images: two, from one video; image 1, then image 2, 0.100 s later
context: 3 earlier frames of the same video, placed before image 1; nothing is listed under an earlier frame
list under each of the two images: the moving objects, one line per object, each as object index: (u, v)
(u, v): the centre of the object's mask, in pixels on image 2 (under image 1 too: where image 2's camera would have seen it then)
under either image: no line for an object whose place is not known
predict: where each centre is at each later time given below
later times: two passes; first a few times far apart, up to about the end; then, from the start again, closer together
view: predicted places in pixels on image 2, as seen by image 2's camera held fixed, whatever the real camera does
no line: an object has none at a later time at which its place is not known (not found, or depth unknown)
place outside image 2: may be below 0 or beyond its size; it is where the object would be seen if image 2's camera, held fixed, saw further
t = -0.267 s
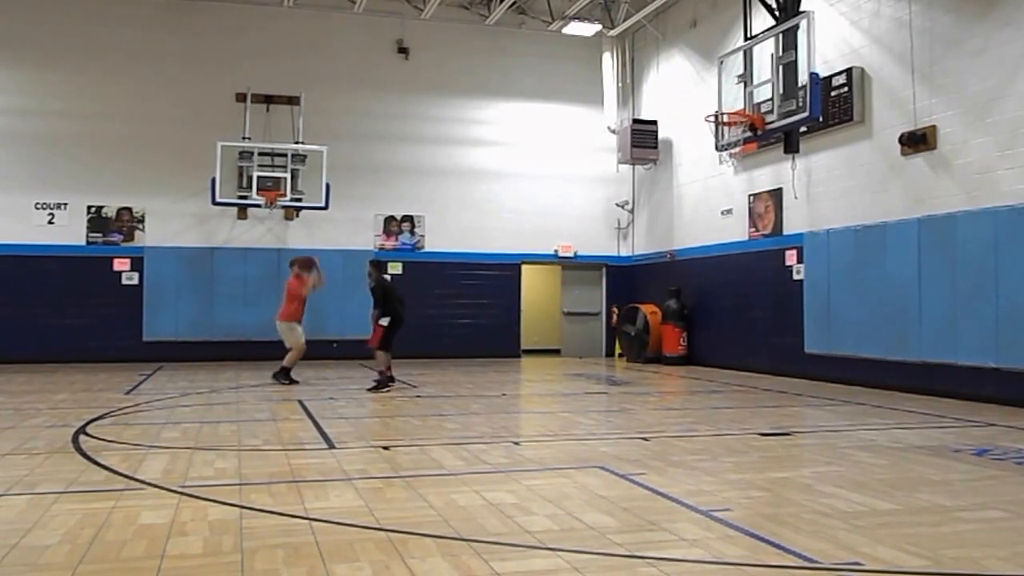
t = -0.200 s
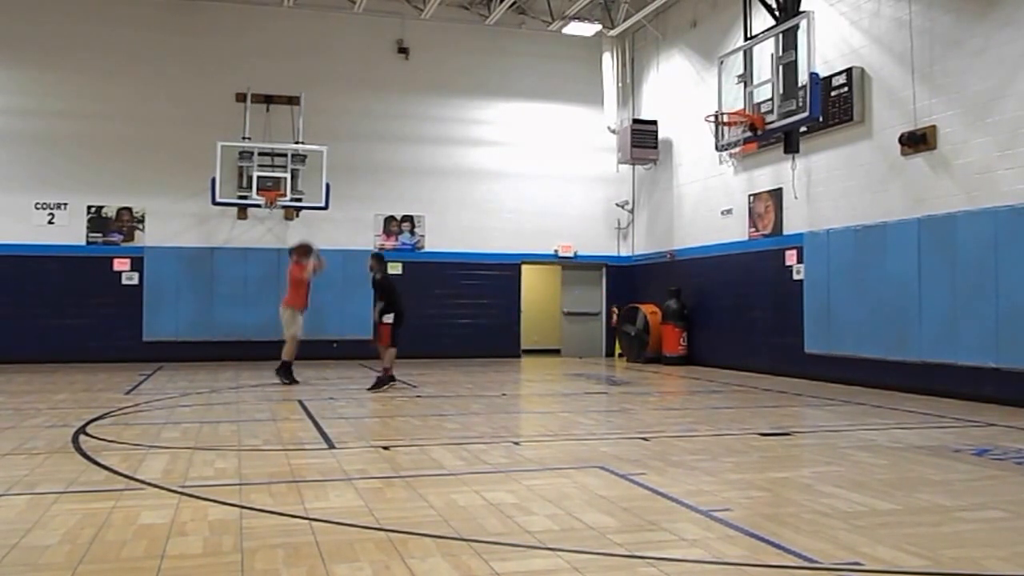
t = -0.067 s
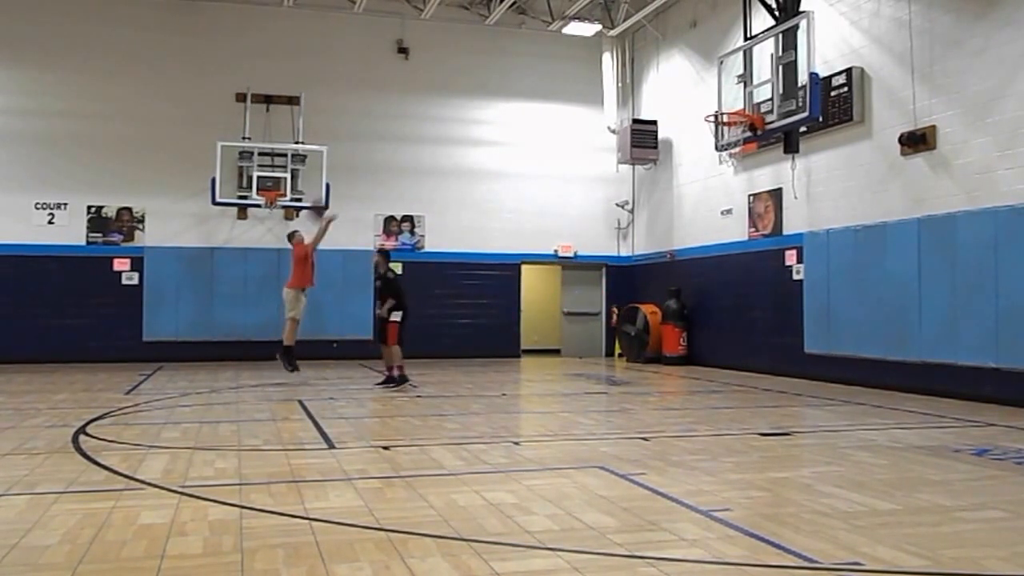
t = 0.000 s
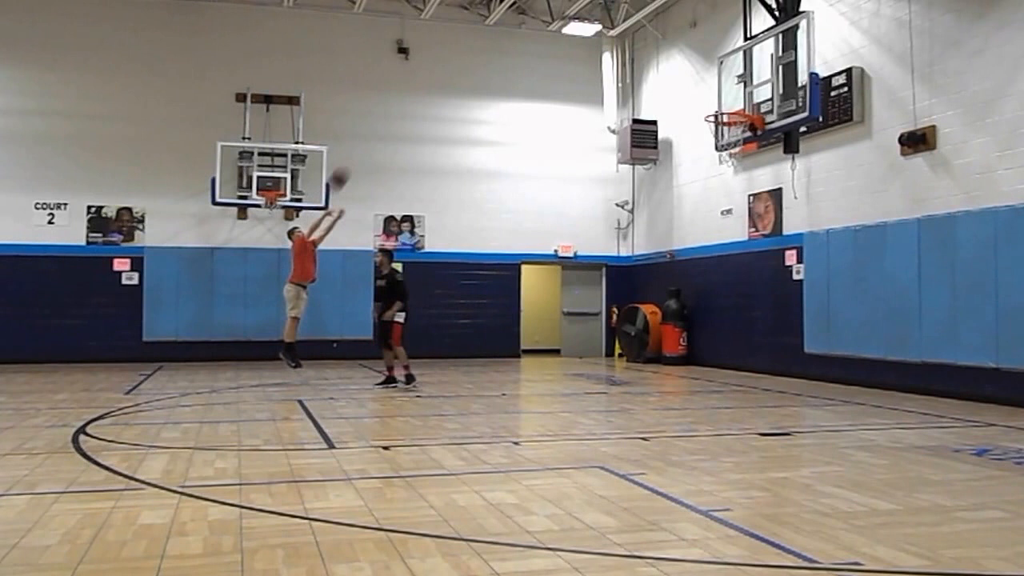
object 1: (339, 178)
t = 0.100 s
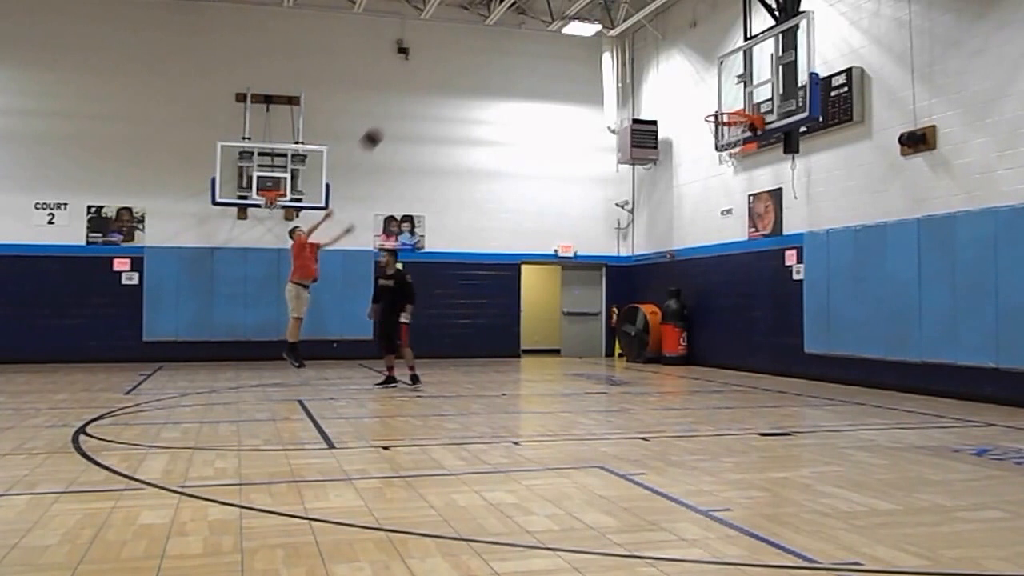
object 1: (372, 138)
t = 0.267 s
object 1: (430, 85)
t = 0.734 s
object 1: (604, 46)
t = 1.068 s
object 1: (737, 124)
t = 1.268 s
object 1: (729, 144)
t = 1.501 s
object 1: (703, 175)
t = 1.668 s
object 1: (686, 224)
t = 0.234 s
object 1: (418, 94)
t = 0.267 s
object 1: (430, 85)
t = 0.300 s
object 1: (443, 78)
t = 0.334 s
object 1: (454, 70)
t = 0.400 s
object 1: (479, 57)
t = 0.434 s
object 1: (491, 52)
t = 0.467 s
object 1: (503, 48)
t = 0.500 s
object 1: (515, 45)
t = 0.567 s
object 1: (540, 42)
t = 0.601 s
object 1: (553, 41)
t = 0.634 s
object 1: (566, 42)
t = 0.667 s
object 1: (579, 43)
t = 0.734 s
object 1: (604, 46)
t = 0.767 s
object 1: (618, 50)
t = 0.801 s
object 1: (634, 56)
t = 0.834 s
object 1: (645, 61)
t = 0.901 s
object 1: (675, 77)
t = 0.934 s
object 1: (690, 85)
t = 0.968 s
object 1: (703, 95)
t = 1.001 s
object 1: (720, 106)
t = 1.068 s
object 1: (737, 124)
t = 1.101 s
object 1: (737, 128)
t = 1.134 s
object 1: (738, 131)
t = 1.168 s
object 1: (741, 136)
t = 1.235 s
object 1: (734, 142)
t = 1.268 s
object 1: (729, 144)
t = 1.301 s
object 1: (726, 146)
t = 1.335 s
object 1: (721, 149)
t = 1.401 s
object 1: (714, 157)
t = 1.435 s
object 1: (711, 162)
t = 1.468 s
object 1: (707, 168)
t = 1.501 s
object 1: (703, 175)
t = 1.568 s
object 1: (697, 191)
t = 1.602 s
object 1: (693, 201)
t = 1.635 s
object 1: (689, 212)
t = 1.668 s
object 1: (686, 224)
